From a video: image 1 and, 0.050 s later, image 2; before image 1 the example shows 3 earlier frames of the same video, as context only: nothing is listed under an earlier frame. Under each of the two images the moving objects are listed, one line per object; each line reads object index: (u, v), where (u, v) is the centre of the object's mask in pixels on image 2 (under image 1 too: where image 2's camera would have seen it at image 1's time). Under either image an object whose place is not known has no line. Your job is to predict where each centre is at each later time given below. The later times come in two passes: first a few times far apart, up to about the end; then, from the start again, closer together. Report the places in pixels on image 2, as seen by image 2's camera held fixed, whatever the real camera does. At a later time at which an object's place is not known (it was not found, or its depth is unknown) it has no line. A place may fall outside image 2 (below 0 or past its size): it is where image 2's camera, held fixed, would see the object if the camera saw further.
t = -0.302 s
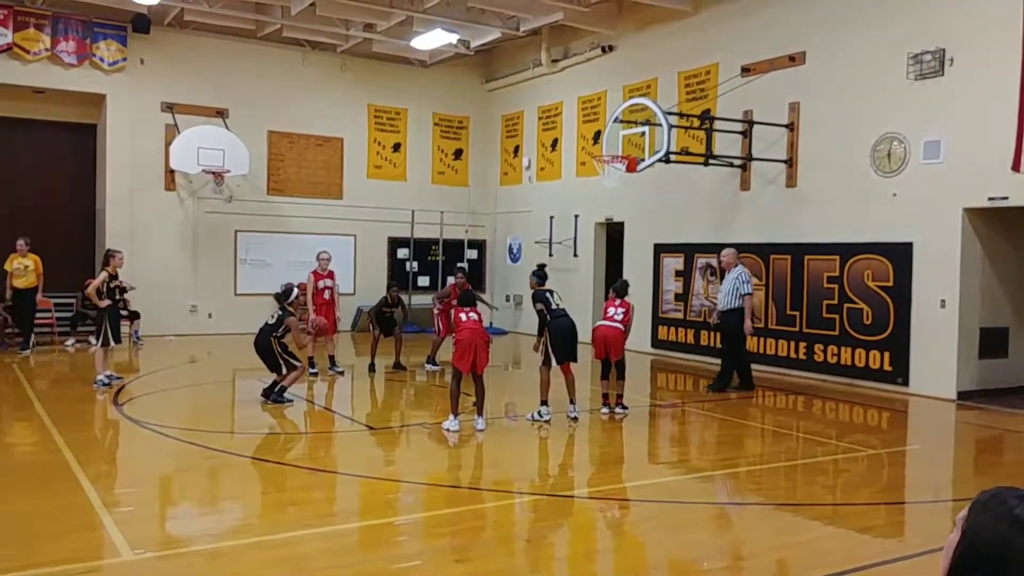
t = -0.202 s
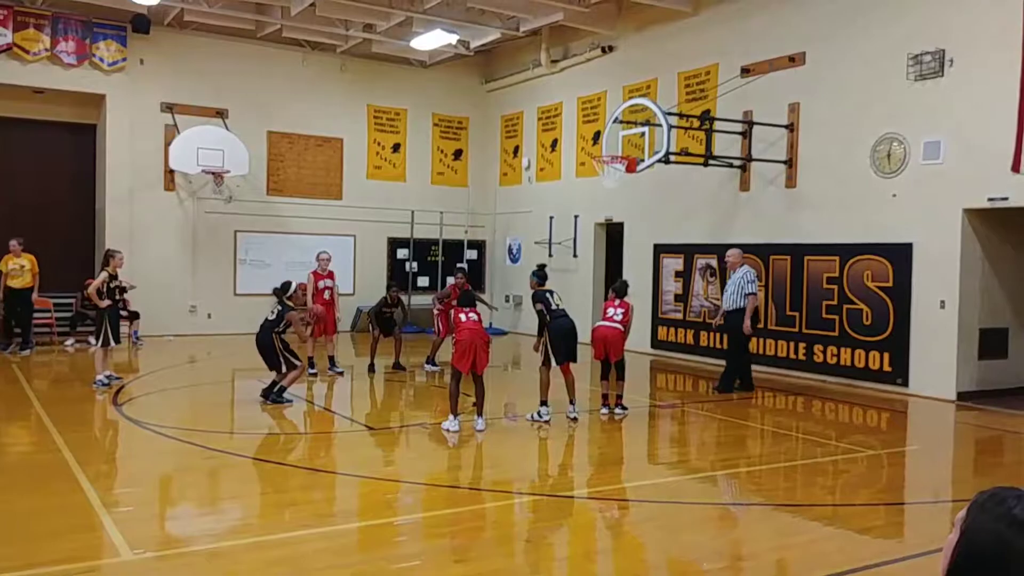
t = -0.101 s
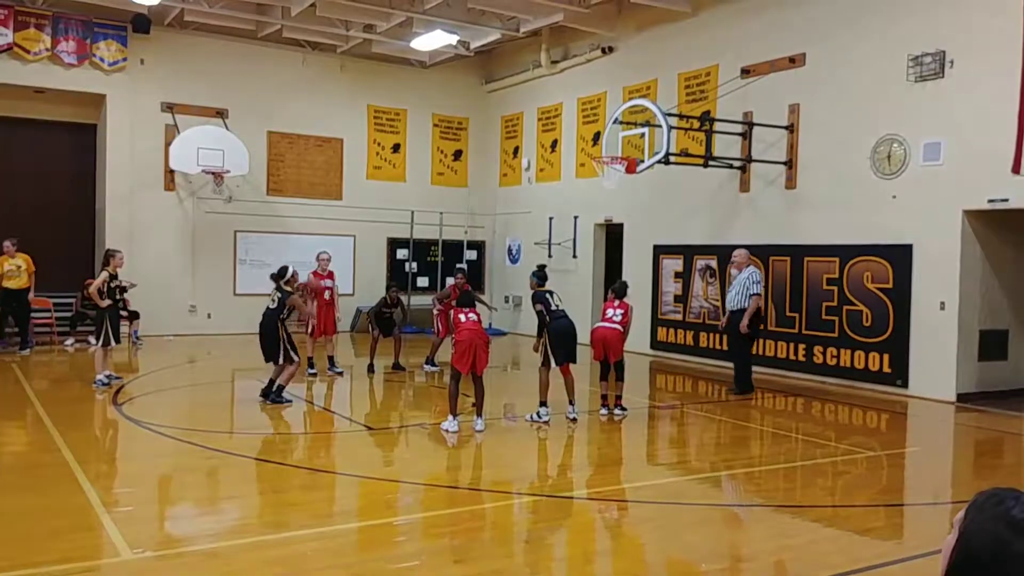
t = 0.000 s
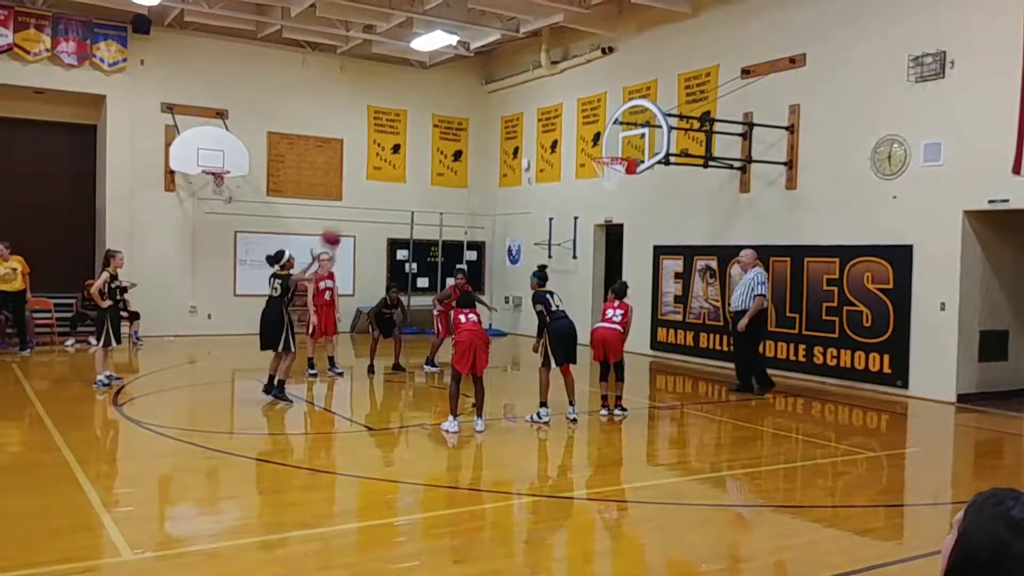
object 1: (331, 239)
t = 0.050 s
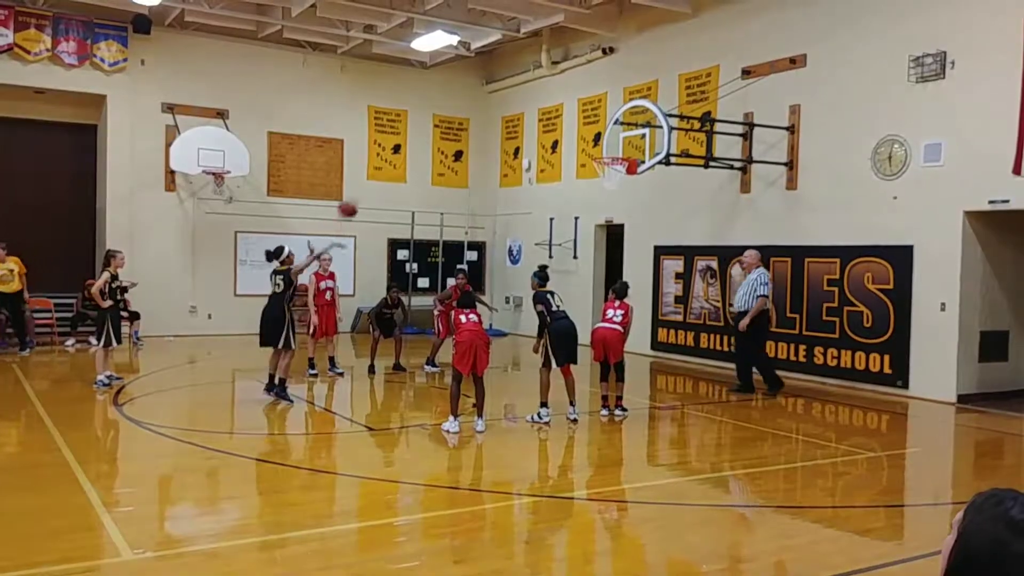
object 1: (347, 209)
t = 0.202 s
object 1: (394, 136)
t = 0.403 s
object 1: (452, 73)
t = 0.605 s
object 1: (505, 44)
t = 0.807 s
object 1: (554, 51)
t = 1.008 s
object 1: (599, 86)
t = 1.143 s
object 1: (627, 126)
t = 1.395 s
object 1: (654, 175)
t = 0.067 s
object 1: (353, 199)
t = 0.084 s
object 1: (359, 190)
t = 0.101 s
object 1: (363, 182)
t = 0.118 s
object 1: (368, 173)
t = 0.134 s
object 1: (374, 166)
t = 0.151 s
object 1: (379, 158)
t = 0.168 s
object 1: (384, 151)
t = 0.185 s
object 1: (391, 144)
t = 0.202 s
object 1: (394, 136)
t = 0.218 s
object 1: (399, 130)
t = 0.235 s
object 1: (405, 124)
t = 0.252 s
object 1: (409, 117)
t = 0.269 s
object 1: (415, 111)
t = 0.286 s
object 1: (419, 104)
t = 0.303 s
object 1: (423, 99)
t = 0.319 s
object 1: (428, 95)
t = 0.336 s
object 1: (434, 90)
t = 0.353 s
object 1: (438, 85)
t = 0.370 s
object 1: (443, 81)
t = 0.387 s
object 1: (448, 77)
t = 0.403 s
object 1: (452, 73)
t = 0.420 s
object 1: (456, 69)
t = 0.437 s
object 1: (460, 66)
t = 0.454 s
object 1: (466, 63)
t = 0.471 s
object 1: (470, 59)
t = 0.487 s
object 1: (476, 57)
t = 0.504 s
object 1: (480, 55)
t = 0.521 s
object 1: (485, 52)
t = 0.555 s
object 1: (492, 49)
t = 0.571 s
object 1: (497, 47)
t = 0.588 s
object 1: (501, 46)
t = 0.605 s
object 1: (505, 44)
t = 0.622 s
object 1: (509, 43)
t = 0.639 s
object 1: (513, 43)
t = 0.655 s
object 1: (517, 42)
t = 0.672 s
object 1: (522, 42)
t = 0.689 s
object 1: (526, 43)
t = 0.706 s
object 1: (530, 43)
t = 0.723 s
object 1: (534, 44)
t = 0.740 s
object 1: (538, 44)
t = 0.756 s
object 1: (542, 45)
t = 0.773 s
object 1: (546, 47)
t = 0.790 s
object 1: (550, 48)
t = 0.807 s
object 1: (554, 51)
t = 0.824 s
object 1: (558, 52)
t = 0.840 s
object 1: (561, 54)
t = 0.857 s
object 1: (565, 56)
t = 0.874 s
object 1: (569, 59)
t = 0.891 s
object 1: (573, 61)
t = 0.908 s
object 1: (577, 65)
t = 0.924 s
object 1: (581, 69)
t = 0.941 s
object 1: (584, 70)
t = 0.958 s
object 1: (589, 75)
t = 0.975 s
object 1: (592, 79)
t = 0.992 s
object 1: (596, 82)
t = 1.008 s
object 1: (599, 86)
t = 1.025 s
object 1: (603, 90)
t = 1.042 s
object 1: (606, 95)
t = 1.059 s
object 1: (610, 99)
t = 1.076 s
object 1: (613, 104)
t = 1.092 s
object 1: (617, 109)
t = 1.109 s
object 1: (619, 115)
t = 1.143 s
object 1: (627, 126)
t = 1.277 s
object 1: (639, 160)
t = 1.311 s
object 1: (642, 163)
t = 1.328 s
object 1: (645, 165)
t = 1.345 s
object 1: (647, 167)
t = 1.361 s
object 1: (649, 170)
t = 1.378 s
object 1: (651, 173)
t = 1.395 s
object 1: (654, 175)
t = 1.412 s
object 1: (656, 178)
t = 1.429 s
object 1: (658, 181)
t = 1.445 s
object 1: (660, 185)
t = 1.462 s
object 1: (662, 189)
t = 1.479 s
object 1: (664, 193)
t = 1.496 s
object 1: (666, 197)
